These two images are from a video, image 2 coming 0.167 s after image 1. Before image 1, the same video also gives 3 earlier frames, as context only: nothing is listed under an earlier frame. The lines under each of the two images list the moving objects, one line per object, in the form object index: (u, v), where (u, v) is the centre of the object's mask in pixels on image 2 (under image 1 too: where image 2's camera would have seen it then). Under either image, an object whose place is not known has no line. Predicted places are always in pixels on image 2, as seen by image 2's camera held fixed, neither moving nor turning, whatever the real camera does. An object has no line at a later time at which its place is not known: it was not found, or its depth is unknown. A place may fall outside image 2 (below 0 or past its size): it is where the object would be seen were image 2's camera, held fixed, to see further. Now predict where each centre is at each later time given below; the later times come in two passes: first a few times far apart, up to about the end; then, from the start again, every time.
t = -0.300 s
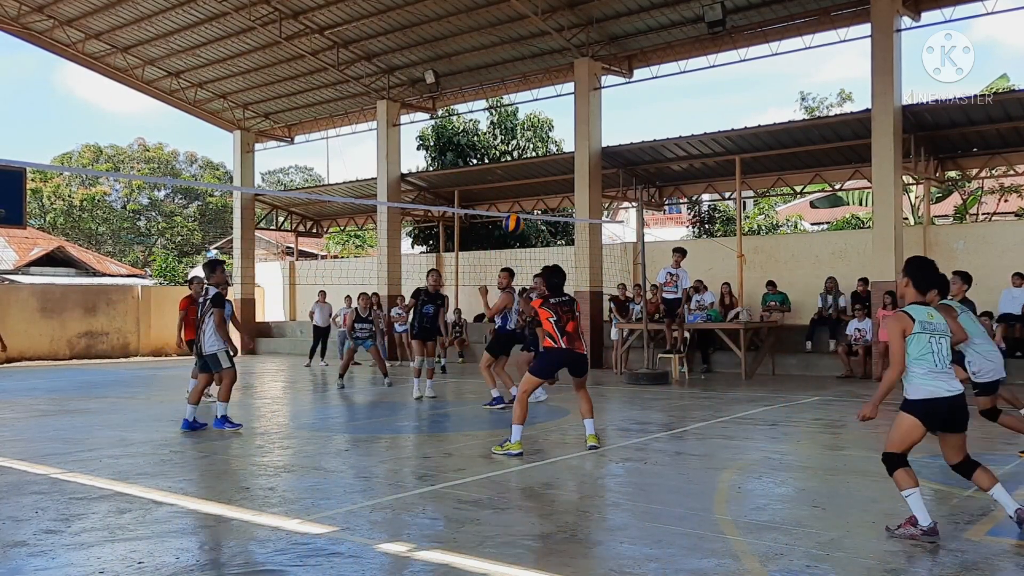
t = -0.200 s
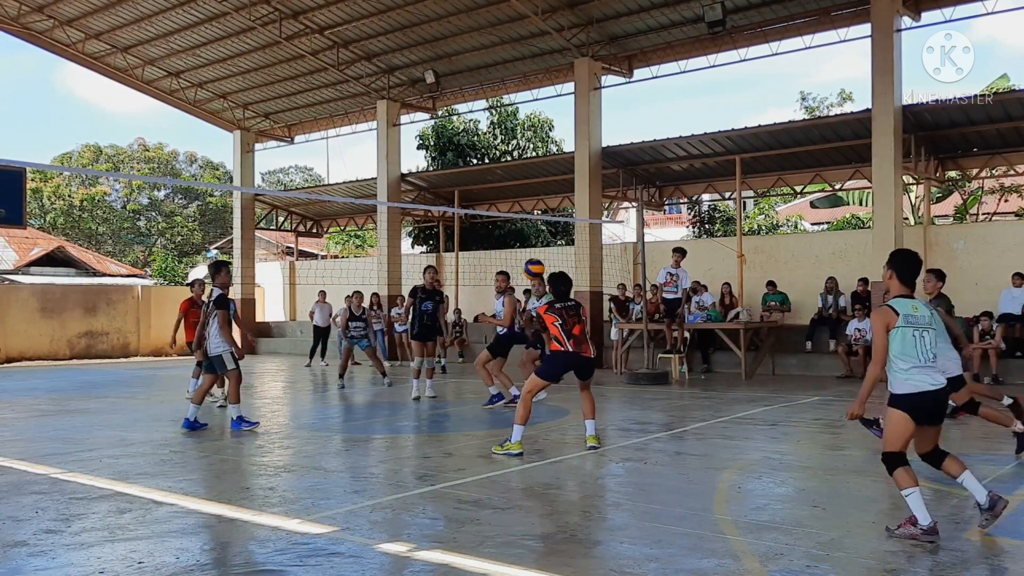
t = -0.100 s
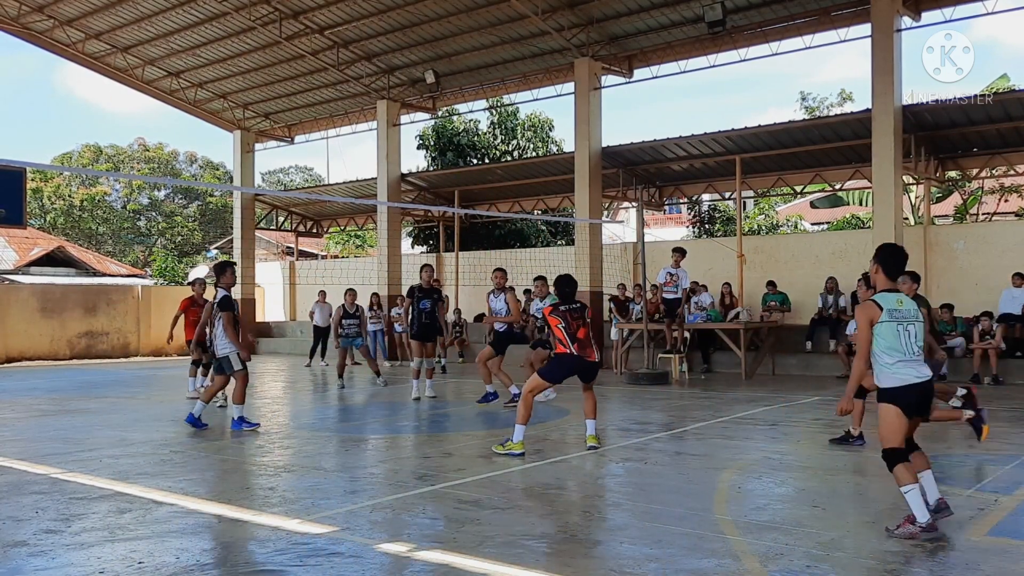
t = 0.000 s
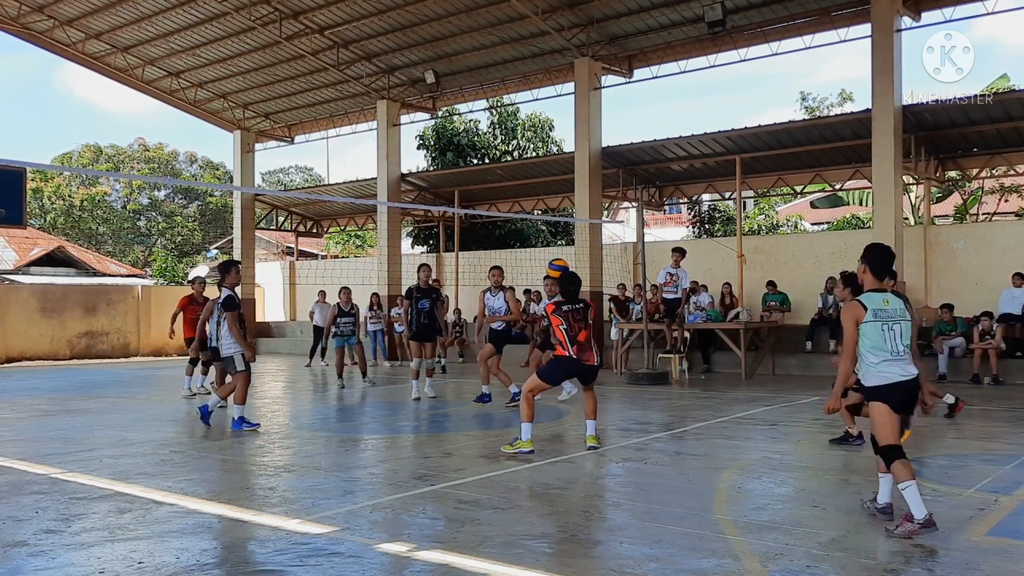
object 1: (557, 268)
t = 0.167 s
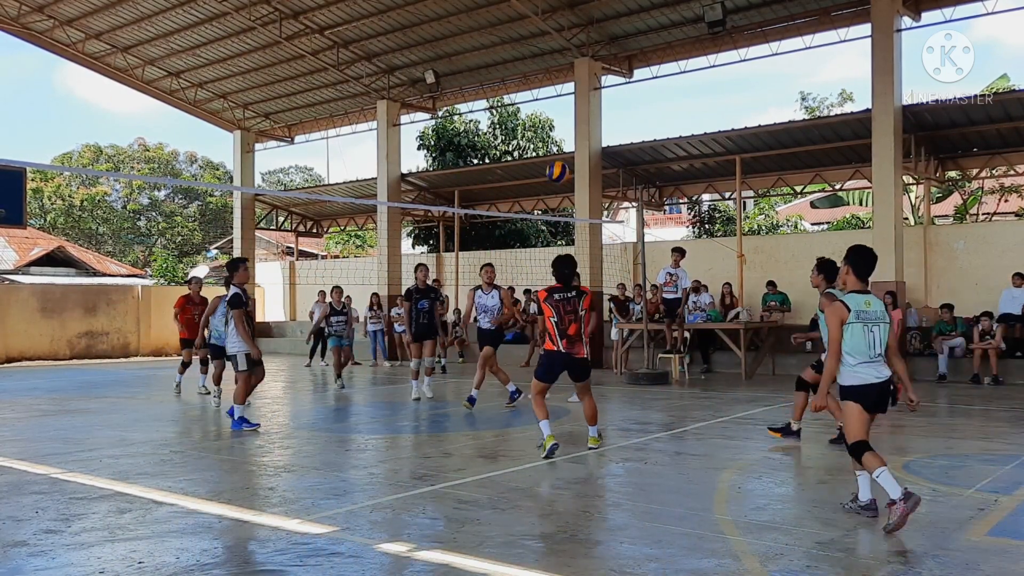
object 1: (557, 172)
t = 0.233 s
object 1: (557, 143)
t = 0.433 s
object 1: (558, 81)
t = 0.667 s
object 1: (560, 63)
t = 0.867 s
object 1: (562, 89)
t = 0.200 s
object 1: (557, 156)
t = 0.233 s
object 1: (557, 143)
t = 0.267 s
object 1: (557, 129)
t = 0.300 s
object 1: (557, 117)
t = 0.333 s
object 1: (558, 106)
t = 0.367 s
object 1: (558, 97)
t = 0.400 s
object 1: (558, 89)
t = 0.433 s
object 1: (558, 81)
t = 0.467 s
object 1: (558, 75)
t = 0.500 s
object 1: (558, 70)
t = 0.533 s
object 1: (559, 67)
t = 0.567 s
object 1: (559, 65)
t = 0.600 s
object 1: (559, 62)
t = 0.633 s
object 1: (560, 63)
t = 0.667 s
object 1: (560, 63)
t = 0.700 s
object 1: (560, 64)
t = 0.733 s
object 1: (561, 67)
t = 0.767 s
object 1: (561, 71)
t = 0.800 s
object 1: (561, 76)
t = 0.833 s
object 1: (561, 83)
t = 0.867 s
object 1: (562, 89)
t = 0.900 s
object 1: (562, 97)
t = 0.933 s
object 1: (563, 107)
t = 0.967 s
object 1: (563, 117)
